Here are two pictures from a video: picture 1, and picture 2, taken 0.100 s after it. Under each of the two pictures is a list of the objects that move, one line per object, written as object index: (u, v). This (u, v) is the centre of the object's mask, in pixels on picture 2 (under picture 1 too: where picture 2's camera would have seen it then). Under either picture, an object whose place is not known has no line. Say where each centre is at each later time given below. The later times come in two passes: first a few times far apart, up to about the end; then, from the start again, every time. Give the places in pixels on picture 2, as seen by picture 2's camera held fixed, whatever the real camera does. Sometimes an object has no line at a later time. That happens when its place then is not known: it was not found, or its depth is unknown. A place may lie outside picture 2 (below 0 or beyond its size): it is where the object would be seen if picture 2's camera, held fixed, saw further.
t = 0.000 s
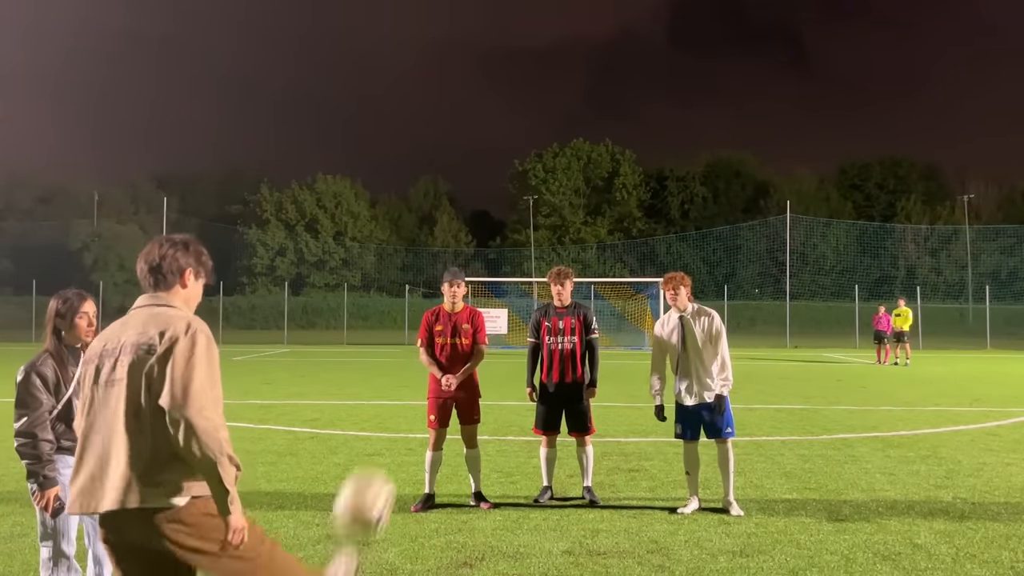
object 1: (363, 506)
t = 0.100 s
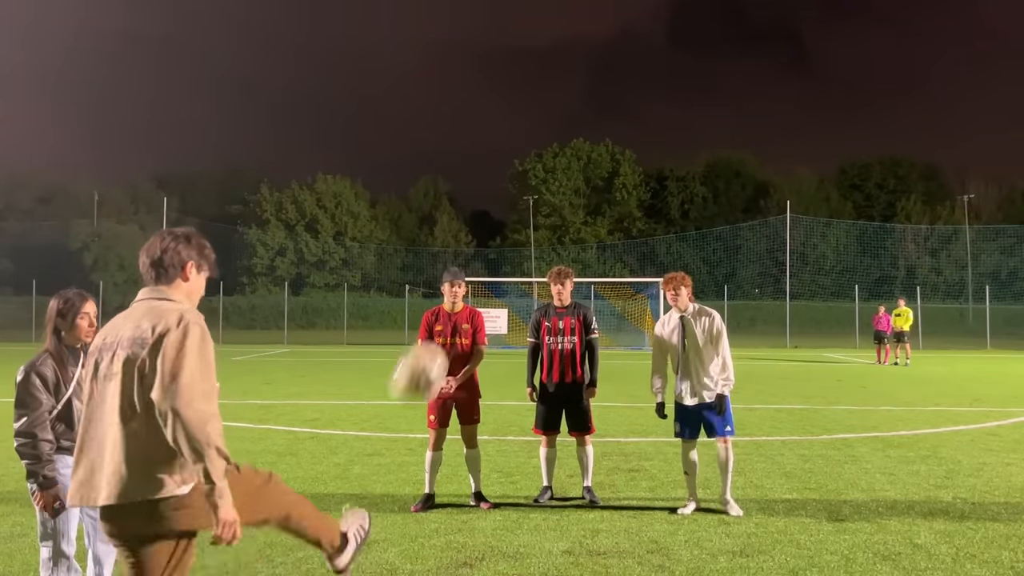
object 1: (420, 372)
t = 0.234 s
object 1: (477, 259)
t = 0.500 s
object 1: (562, 182)
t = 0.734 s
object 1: (614, 220)
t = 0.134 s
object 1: (435, 339)
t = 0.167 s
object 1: (449, 309)
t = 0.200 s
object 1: (464, 281)
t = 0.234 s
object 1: (477, 259)
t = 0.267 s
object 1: (489, 241)
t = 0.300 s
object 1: (501, 225)
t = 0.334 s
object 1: (512, 211)
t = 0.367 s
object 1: (523, 200)
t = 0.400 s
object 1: (534, 193)
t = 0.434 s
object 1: (543, 187)
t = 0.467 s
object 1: (553, 183)
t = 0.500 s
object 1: (562, 182)
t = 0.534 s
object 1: (570, 182)
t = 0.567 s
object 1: (578, 185)
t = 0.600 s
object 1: (586, 188)
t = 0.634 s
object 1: (594, 194)
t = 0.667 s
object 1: (601, 201)
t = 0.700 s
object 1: (608, 210)
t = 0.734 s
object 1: (614, 220)
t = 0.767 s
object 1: (620, 232)
